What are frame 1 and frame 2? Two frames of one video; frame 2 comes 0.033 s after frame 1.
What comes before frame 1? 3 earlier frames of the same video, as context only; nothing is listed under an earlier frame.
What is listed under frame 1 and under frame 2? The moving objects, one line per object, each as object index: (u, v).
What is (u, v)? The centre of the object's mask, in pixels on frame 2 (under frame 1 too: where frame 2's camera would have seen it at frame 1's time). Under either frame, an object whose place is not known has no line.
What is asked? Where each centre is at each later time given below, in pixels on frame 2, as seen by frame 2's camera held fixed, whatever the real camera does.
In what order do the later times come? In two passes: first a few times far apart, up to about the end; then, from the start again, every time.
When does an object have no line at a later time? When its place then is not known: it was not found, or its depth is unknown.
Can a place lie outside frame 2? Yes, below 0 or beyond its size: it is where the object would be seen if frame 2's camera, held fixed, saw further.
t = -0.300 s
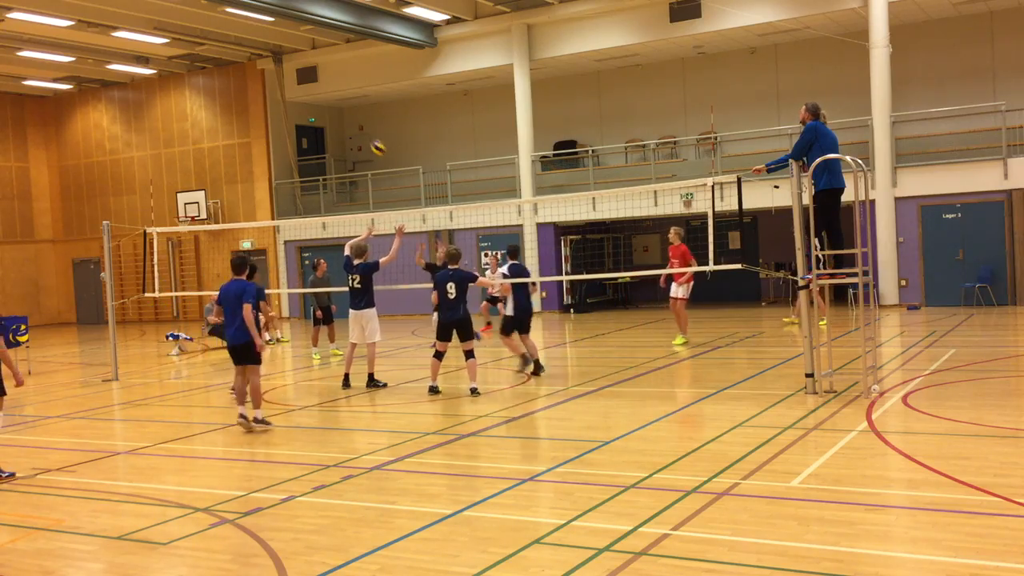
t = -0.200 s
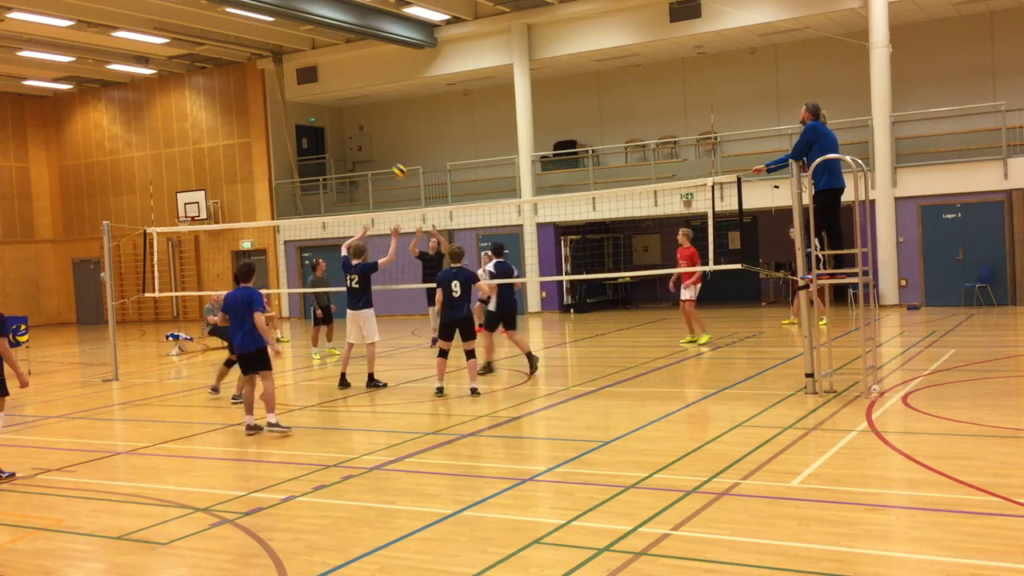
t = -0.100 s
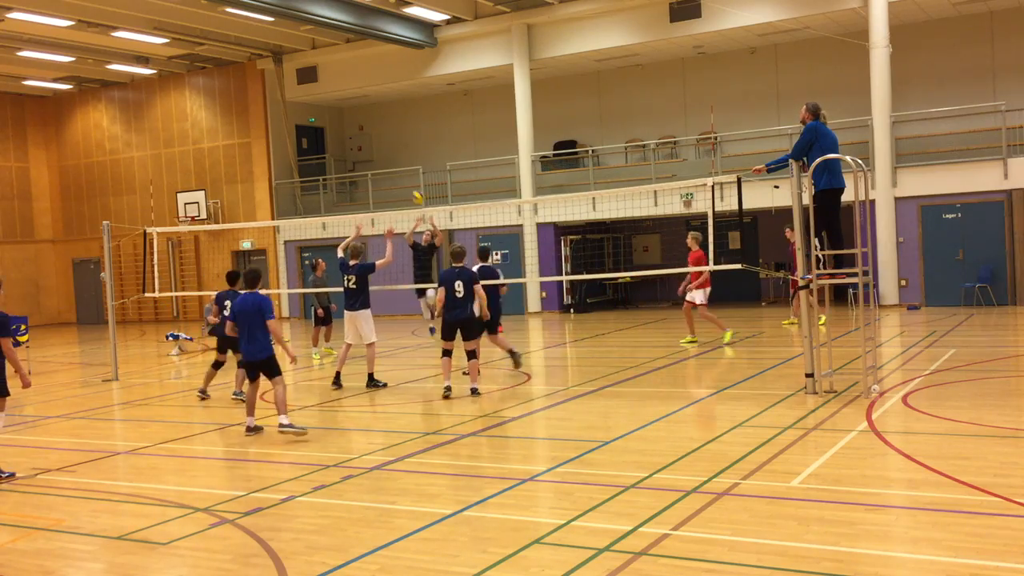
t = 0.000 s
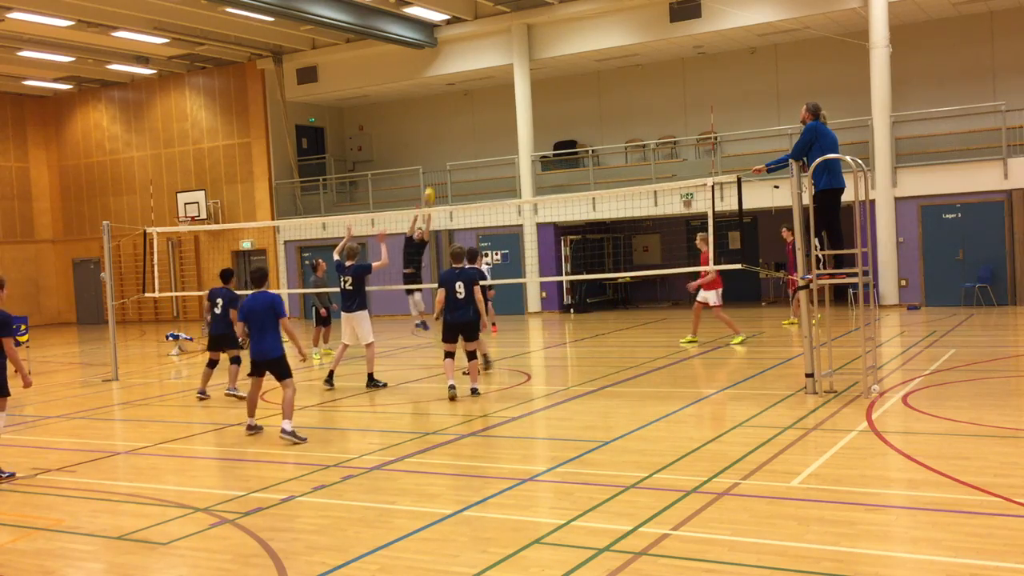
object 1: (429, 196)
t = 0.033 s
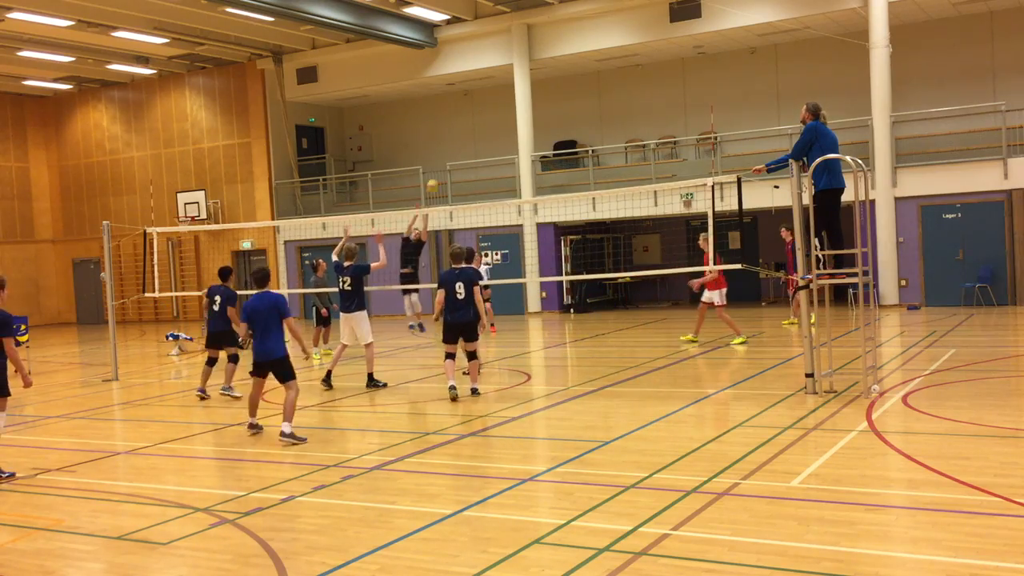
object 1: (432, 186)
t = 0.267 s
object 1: (451, 140)
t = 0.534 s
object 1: (477, 124)
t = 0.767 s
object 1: (502, 143)
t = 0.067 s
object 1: (435, 178)
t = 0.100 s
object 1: (438, 170)
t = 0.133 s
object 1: (440, 163)
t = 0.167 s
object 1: (442, 157)
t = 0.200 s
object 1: (444, 151)
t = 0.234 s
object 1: (448, 145)
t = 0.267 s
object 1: (451, 140)
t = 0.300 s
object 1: (454, 136)
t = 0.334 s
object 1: (457, 132)
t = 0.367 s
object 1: (460, 129)
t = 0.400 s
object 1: (463, 127)
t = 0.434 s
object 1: (466, 125)
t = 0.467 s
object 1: (470, 124)
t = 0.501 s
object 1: (473, 123)
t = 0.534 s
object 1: (477, 124)
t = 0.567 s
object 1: (481, 125)
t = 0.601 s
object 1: (484, 126)
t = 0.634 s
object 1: (488, 128)
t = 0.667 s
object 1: (492, 131)
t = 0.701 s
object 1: (495, 134)
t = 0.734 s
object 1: (499, 138)
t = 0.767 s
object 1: (502, 143)
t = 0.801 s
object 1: (506, 149)
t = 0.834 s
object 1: (511, 155)
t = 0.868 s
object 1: (515, 163)
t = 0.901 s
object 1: (519, 170)
